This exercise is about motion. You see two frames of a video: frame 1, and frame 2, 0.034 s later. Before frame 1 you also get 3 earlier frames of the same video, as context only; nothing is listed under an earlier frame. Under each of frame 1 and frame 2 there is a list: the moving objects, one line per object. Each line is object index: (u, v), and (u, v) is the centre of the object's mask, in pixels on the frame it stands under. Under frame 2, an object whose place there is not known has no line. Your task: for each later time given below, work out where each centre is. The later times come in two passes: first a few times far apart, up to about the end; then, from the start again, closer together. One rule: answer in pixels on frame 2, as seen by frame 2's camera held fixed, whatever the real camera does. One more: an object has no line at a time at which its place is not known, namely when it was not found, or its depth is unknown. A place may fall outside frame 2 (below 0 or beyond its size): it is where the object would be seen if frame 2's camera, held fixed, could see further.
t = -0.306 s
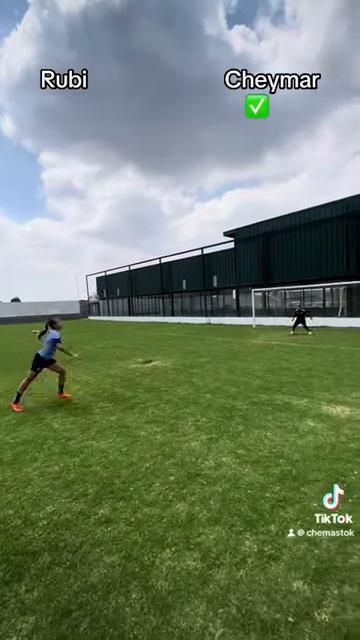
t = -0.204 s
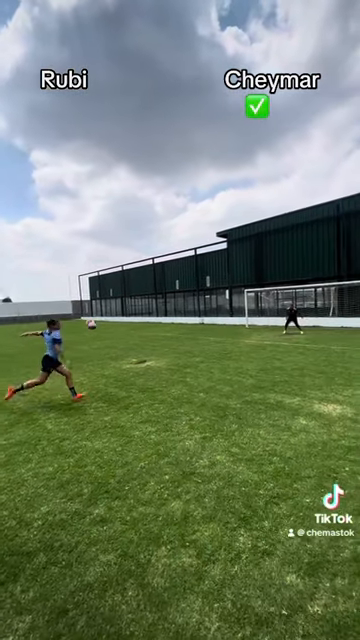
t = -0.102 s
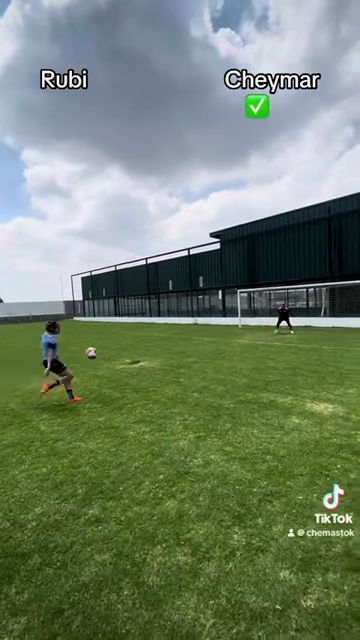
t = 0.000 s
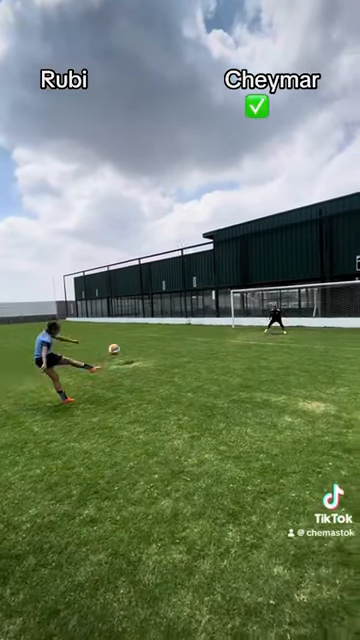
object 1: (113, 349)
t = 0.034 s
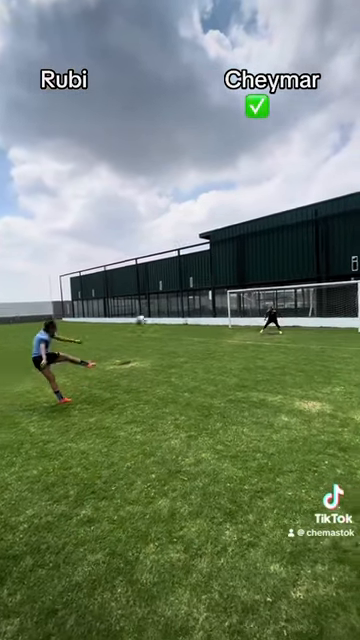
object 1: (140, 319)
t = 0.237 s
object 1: (223, 252)
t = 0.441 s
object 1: (276, 225)
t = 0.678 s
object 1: (318, 220)
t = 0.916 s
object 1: (349, 229)
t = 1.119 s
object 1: (372, 245)
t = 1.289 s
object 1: (368, 249)
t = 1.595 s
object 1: (359, 269)
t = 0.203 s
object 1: (212, 260)
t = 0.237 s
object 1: (223, 252)
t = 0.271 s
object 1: (233, 246)
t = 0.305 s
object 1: (243, 240)
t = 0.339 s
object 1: (252, 235)
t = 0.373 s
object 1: (260, 231)
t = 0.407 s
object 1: (269, 229)
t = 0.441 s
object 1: (276, 225)
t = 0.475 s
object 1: (283, 224)
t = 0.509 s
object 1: (290, 223)
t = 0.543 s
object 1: (296, 222)
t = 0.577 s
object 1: (302, 220)
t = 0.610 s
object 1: (308, 220)
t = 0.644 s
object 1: (313, 220)
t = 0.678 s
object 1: (318, 220)
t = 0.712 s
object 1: (323, 221)
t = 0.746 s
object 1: (328, 222)
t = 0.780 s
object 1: (332, 223)
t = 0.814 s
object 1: (337, 223)
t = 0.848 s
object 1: (342, 225)
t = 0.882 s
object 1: (348, 228)
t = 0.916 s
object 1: (349, 229)
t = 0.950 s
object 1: (353, 231)
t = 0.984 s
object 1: (358, 235)
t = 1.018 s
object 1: (360, 236)
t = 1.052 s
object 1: (363, 238)
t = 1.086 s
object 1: (368, 242)
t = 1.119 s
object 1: (372, 245)
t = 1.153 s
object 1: (371, 246)
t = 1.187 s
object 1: (371, 246)
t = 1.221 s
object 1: (370, 247)
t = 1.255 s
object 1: (369, 247)
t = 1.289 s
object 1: (368, 249)
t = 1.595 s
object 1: (359, 269)
